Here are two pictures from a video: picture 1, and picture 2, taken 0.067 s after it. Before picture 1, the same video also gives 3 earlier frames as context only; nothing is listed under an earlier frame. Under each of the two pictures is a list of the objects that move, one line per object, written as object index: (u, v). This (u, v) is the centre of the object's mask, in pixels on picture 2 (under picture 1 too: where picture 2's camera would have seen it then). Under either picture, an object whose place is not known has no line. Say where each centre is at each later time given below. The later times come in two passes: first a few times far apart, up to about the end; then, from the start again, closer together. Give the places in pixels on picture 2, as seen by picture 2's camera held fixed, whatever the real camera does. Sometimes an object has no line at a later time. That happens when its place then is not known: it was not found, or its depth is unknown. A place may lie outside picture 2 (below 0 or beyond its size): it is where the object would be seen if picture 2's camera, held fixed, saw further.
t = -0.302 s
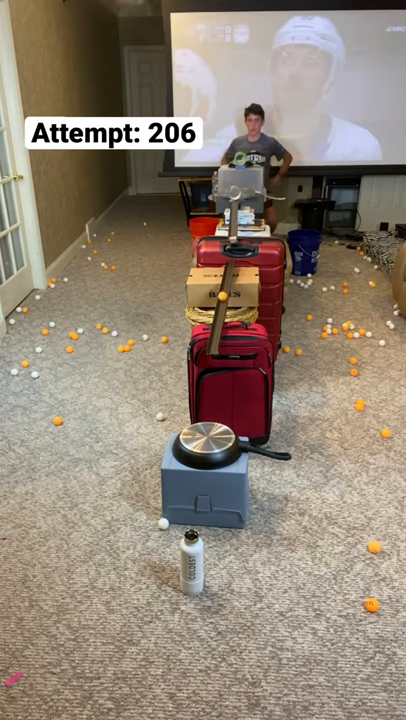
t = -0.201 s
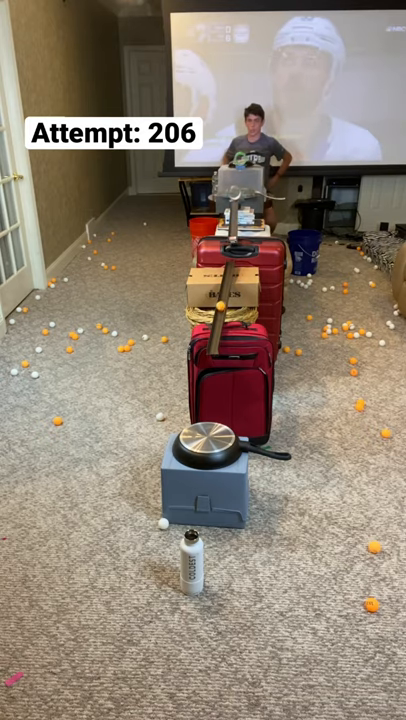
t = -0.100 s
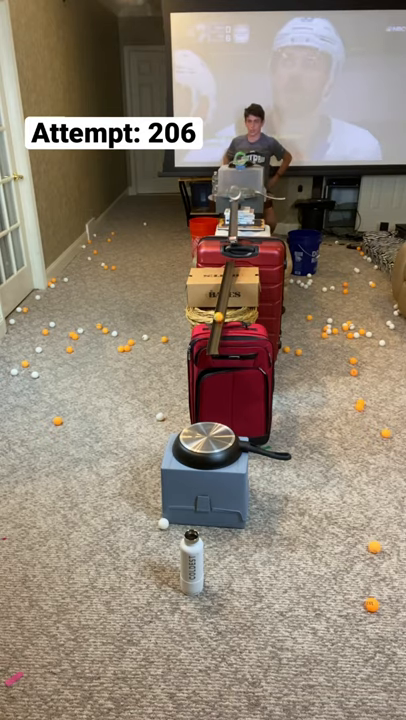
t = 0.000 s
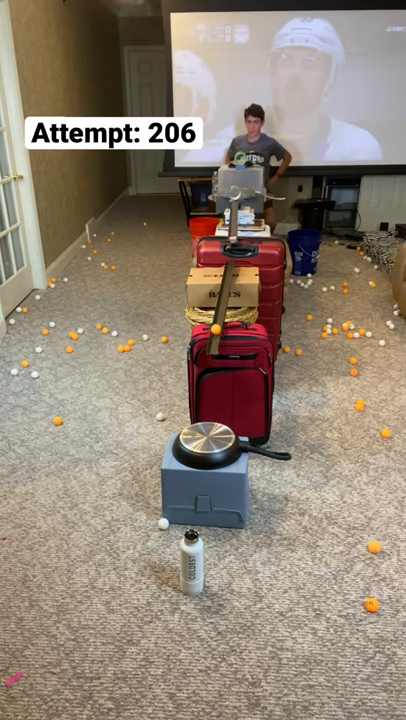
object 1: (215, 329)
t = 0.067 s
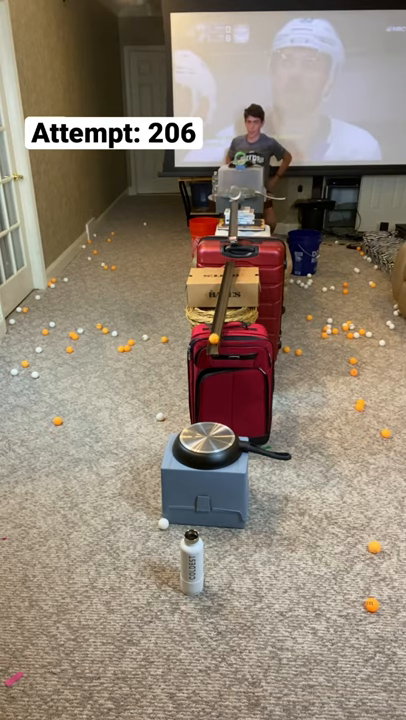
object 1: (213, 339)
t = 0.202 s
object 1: (210, 363)
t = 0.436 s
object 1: (203, 413)
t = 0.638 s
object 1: (197, 440)
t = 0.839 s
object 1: (187, 523)
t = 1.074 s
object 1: (160, 549)
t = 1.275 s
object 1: (153, 589)
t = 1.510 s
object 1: (163, 596)
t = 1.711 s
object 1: (162, 599)
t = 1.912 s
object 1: (162, 599)
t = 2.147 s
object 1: (162, 599)
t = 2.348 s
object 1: (162, 599)
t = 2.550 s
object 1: (162, 599)
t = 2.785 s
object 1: (162, 599)
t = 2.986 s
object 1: (162, 599)
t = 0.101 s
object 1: (212, 344)
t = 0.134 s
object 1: (212, 349)
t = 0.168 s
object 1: (210, 354)
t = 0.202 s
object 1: (210, 363)
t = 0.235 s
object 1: (209, 374)
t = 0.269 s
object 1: (208, 387)
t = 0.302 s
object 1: (206, 403)
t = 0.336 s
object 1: (205, 421)
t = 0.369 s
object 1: (205, 424)
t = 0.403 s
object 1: (204, 417)
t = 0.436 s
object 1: (203, 413)
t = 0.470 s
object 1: (202, 410)
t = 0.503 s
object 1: (201, 411)
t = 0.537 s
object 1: (199, 414)
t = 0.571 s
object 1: (199, 419)
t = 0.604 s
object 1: (198, 429)
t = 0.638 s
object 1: (197, 440)
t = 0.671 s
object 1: (194, 459)
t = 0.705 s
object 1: (194, 474)
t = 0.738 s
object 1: (192, 494)
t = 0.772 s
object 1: (191, 517)
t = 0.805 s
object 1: (192, 531)
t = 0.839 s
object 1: (187, 523)
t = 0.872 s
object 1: (184, 519)
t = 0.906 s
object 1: (179, 517)
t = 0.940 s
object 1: (175, 518)
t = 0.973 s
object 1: (171, 521)
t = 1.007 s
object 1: (168, 528)
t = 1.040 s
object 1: (164, 538)
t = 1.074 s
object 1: (160, 549)
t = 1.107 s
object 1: (157, 562)
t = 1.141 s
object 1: (153, 579)
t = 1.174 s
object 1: (150, 596)
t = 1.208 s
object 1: (150, 595)
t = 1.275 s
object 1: (153, 589)
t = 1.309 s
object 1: (154, 586)
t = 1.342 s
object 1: (156, 586)
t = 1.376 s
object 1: (158, 587)
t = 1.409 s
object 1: (160, 592)
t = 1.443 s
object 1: (163, 598)
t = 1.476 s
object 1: (163, 597)
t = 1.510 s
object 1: (163, 596)
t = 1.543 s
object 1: (162, 598)
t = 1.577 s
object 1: (162, 598)
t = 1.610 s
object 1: (162, 599)
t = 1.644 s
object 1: (162, 599)
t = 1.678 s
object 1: (162, 599)
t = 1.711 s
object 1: (162, 599)
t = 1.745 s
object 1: (162, 599)
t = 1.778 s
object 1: (162, 599)
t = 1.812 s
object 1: (162, 599)
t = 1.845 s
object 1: (162, 599)
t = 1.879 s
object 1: (162, 599)
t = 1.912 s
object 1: (162, 599)
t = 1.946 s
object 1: (162, 599)
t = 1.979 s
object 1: (162, 599)
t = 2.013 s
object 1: (162, 599)
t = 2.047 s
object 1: (162, 599)
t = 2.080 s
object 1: (162, 599)
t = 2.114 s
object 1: (162, 599)
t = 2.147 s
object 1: (162, 599)
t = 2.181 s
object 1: (162, 599)
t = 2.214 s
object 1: (162, 599)
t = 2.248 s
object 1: (162, 599)
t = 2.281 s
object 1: (162, 599)
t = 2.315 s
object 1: (162, 599)
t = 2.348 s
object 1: (162, 599)
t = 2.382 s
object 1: (162, 599)
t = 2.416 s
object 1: (162, 599)
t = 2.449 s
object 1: (162, 599)
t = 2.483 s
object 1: (162, 599)
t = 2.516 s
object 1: (162, 599)
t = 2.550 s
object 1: (162, 599)
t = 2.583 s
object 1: (162, 599)
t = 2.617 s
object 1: (162, 599)
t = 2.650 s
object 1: (162, 599)
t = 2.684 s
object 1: (162, 599)
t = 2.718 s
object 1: (162, 599)
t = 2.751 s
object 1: (162, 599)
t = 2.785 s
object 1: (162, 599)
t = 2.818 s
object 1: (162, 599)
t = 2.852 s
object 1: (162, 599)
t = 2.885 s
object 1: (162, 599)
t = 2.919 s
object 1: (162, 599)
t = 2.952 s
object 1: (162, 599)
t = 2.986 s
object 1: (162, 599)
